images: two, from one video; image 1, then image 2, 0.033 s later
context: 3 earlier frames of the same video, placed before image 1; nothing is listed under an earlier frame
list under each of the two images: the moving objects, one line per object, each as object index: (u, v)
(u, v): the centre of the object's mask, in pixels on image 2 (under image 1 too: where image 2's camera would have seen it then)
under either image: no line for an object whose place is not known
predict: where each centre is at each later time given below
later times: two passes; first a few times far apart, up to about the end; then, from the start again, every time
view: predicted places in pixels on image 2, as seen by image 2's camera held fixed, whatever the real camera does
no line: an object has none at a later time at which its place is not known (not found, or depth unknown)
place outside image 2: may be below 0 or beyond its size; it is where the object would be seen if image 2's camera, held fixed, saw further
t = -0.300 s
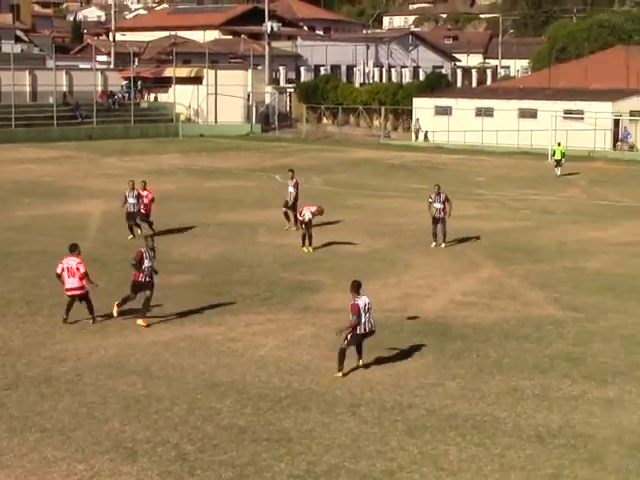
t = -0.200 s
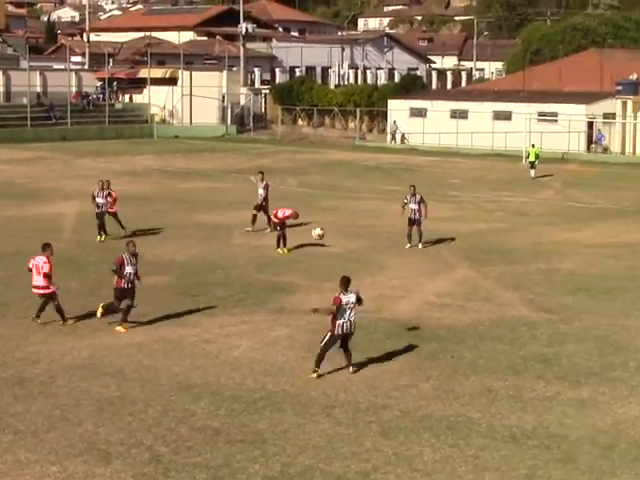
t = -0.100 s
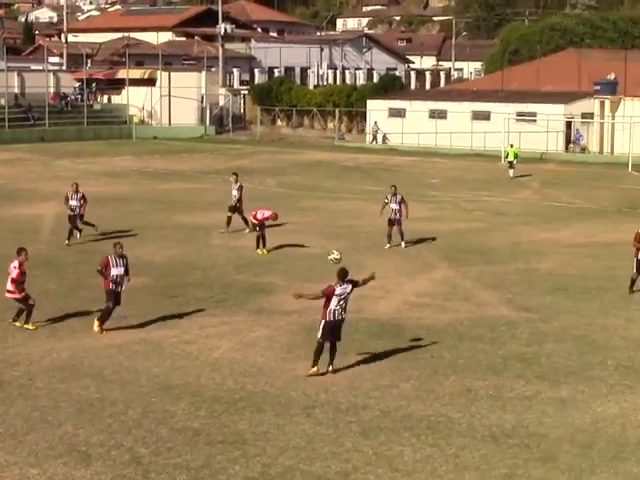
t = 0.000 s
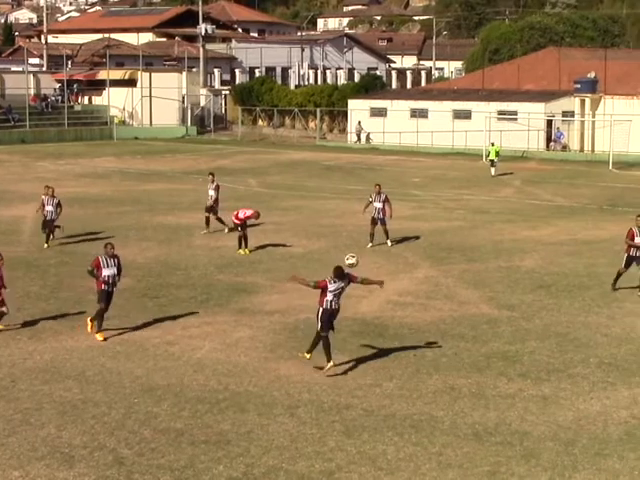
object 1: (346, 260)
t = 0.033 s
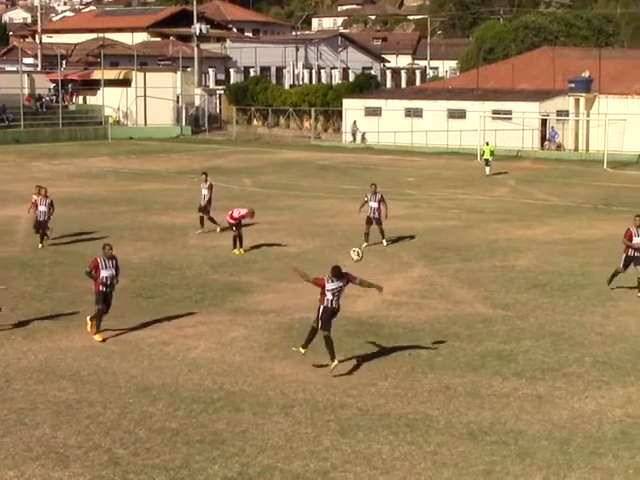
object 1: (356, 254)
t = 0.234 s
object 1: (416, 233)
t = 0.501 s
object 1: (501, 249)
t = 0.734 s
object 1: (583, 305)
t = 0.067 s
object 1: (366, 249)
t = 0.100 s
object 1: (375, 245)
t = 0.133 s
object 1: (385, 241)
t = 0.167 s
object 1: (395, 237)
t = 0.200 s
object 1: (405, 235)
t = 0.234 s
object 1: (416, 233)
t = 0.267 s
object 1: (426, 232)
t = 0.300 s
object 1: (436, 233)
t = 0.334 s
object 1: (447, 233)
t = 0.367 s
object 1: (457, 234)
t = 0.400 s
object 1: (468, 237)
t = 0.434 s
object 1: (479, 240)
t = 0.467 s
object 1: (490, 244)
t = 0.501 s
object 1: (501, 249)
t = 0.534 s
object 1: (512, 255)
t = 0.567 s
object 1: (523, 262)
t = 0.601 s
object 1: (534, 268)
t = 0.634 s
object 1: (546, 275)
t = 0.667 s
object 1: (558, 285)
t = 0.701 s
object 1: (571, 294)
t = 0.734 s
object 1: (583, 305)
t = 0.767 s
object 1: (596, 316)
